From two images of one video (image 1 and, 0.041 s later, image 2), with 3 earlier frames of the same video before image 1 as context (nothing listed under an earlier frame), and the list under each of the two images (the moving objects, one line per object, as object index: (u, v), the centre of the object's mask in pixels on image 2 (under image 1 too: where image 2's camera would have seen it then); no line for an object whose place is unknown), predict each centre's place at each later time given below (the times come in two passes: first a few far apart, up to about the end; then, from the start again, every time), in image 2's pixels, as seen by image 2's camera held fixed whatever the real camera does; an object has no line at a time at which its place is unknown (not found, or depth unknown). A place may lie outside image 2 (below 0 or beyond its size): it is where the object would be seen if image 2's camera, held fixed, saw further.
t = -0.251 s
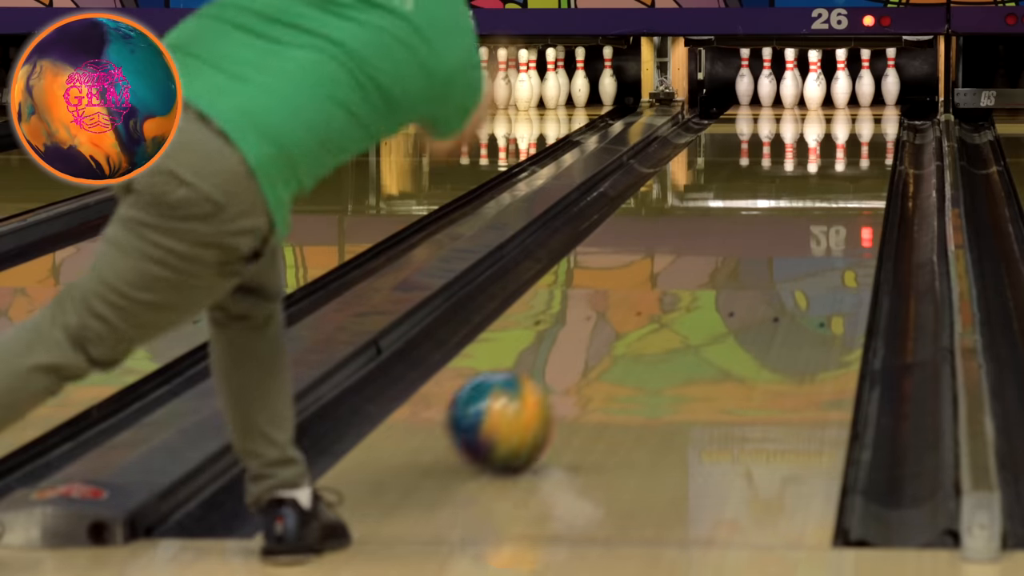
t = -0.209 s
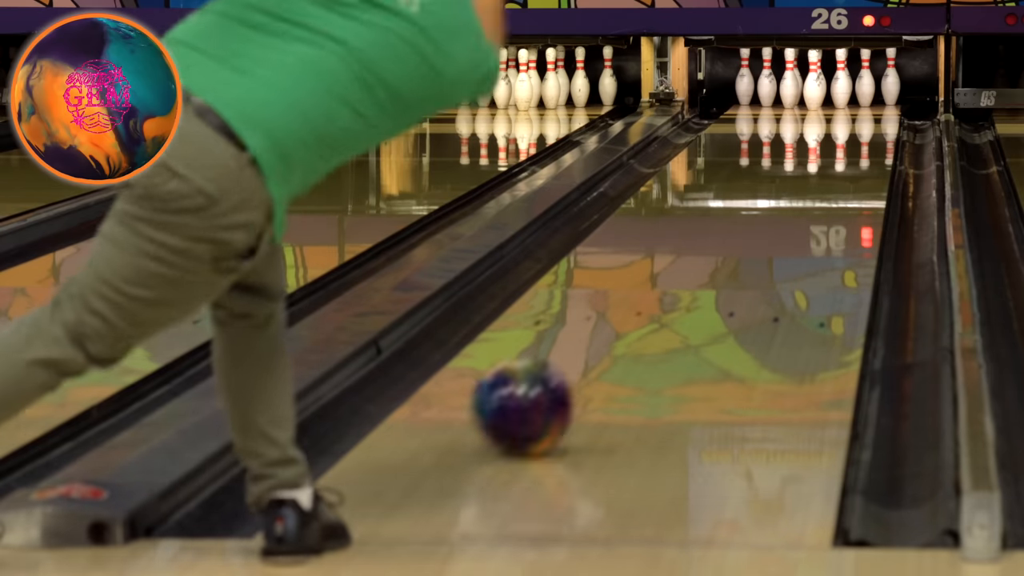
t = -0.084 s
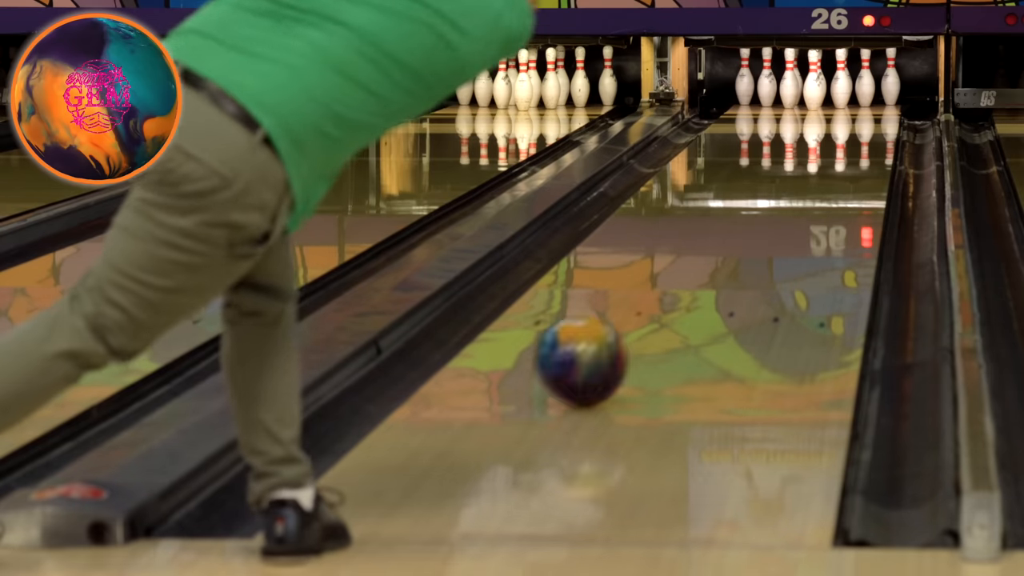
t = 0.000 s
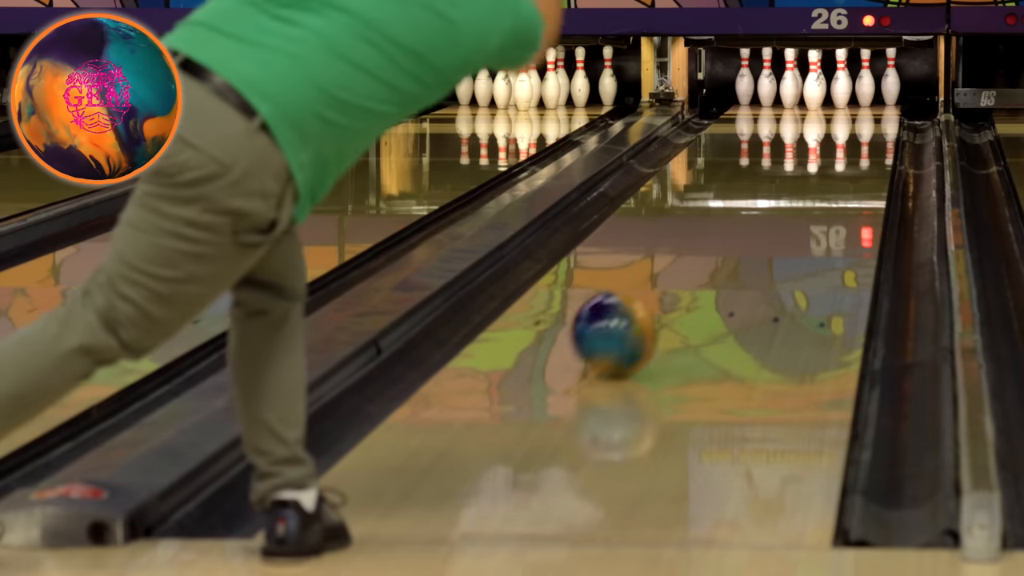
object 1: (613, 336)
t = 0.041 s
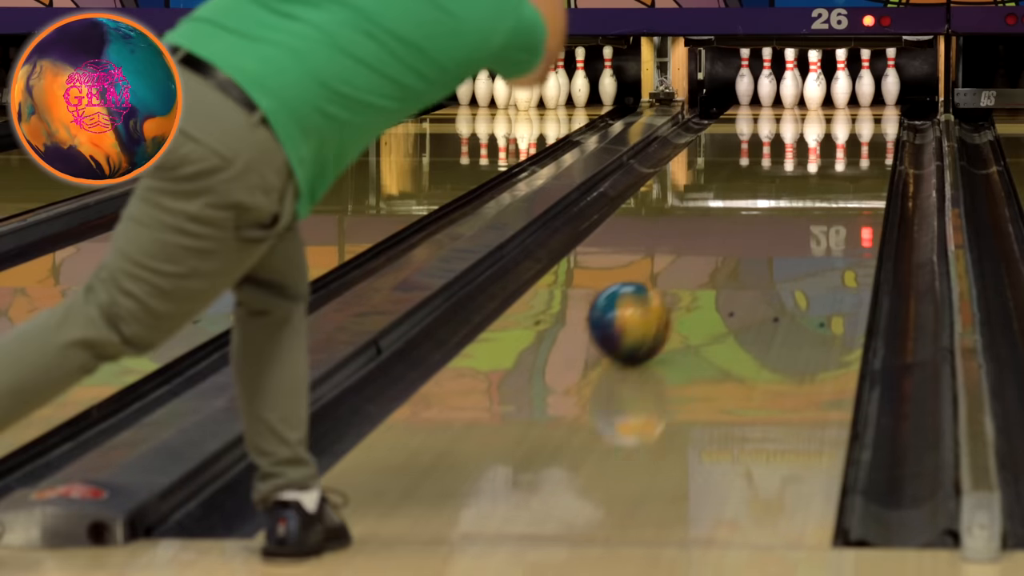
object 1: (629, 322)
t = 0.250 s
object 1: (692, 272)
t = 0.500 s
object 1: (748, 226)
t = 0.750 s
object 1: (789, 191)
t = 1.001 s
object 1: (819, 163)
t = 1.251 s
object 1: (841, 141)
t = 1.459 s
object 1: (854, 125)
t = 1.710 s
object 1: (855, 110)
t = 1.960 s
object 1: (841, 97)
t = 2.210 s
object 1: (844, 89)
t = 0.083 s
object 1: (644, 311)
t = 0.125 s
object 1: (656, 301)
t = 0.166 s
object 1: (669, 290)
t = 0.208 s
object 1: (681, 280)
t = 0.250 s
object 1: (692, 272)
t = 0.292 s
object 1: (702, 263)
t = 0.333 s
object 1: (713, 254)
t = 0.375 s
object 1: (723, 247)
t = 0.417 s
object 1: (731, 239)
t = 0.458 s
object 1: (739, 233)
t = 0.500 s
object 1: (748, 226)
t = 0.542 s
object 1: (755, 220)
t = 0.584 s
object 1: (762, 214)
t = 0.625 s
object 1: (770, 207)
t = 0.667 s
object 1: (777, 202)
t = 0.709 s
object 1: (783, 196)
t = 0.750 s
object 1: (789, 191)
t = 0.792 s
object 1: (794, 186)
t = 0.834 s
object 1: (800, 180)
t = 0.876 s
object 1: (804, 176)
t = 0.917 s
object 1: (810, 171)
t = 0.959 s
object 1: (815, 168)
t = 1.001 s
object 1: (819, 163)
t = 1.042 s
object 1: (823, 159)
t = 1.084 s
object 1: (827, 155)
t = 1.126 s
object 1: (831, 151)
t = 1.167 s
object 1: (836, 148)
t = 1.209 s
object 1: (838, 144)
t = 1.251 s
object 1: (841, 141)
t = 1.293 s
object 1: (844, 138)
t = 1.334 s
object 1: (848, 134)
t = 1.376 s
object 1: (850, 131)
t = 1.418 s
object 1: (852, 129)
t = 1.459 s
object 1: (854, 125)
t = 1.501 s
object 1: (856, 123)
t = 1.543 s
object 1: (856, 120)
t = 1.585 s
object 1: (857, 117)
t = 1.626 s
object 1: (857, 115)
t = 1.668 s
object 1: (856, 112)
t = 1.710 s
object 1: (855, 110)
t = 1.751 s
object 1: (854, 108)
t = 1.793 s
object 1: (852, 106)
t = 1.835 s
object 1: (849, 103)
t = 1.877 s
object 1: (847, 102)
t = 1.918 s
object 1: (844, 100)
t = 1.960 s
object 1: (841, 97)
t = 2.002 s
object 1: (838, 96)
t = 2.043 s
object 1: (835, 94)
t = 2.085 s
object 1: (837, 92)
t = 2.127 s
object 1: (839, 91)
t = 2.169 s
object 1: (841, 89)
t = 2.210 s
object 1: (844, 89)
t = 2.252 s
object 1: (846, 88)
